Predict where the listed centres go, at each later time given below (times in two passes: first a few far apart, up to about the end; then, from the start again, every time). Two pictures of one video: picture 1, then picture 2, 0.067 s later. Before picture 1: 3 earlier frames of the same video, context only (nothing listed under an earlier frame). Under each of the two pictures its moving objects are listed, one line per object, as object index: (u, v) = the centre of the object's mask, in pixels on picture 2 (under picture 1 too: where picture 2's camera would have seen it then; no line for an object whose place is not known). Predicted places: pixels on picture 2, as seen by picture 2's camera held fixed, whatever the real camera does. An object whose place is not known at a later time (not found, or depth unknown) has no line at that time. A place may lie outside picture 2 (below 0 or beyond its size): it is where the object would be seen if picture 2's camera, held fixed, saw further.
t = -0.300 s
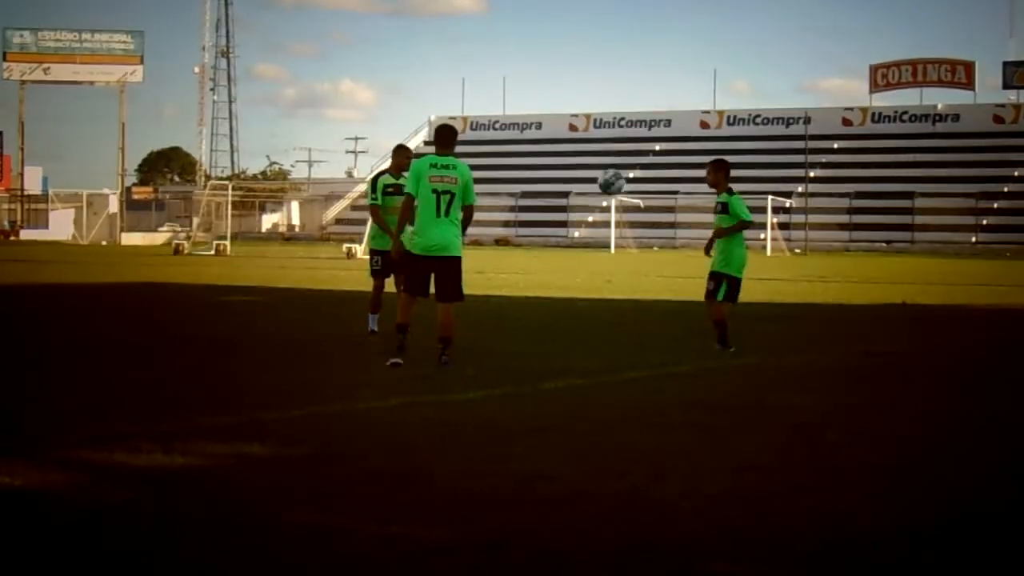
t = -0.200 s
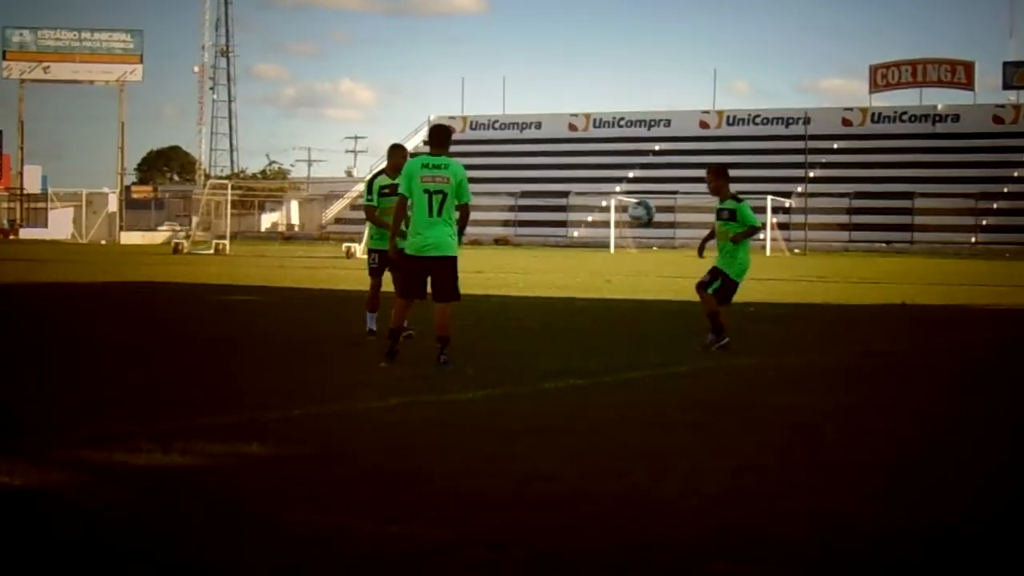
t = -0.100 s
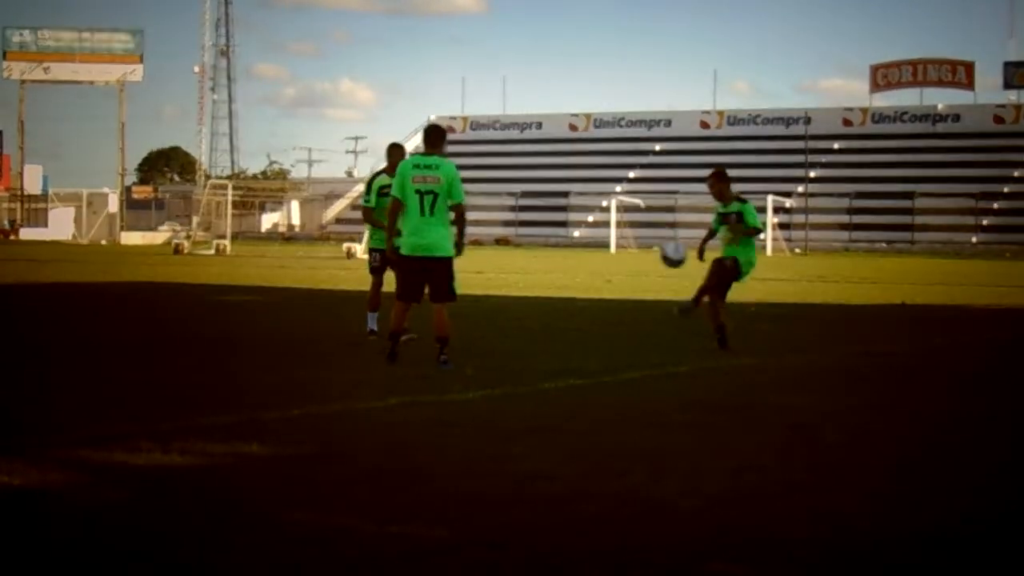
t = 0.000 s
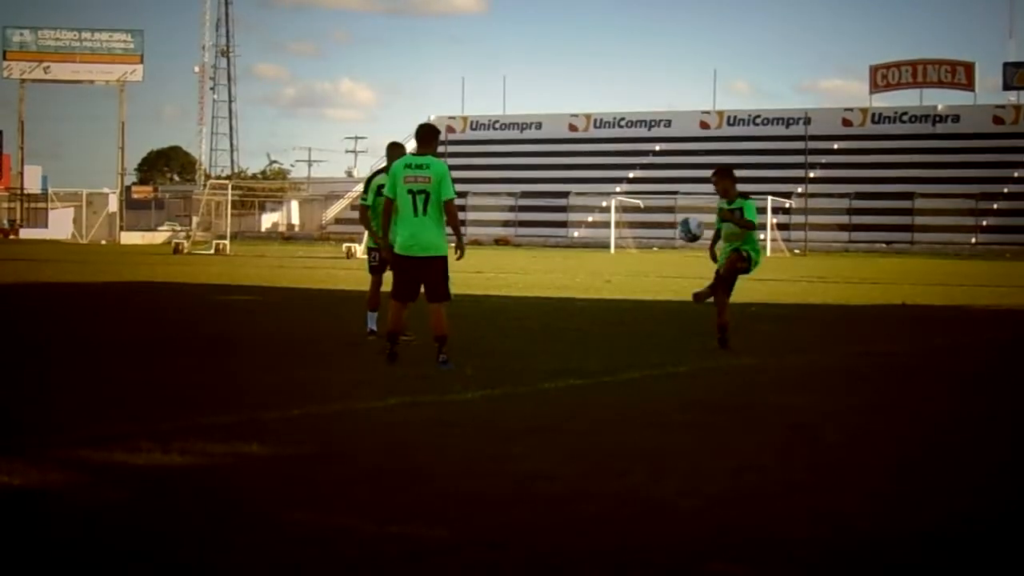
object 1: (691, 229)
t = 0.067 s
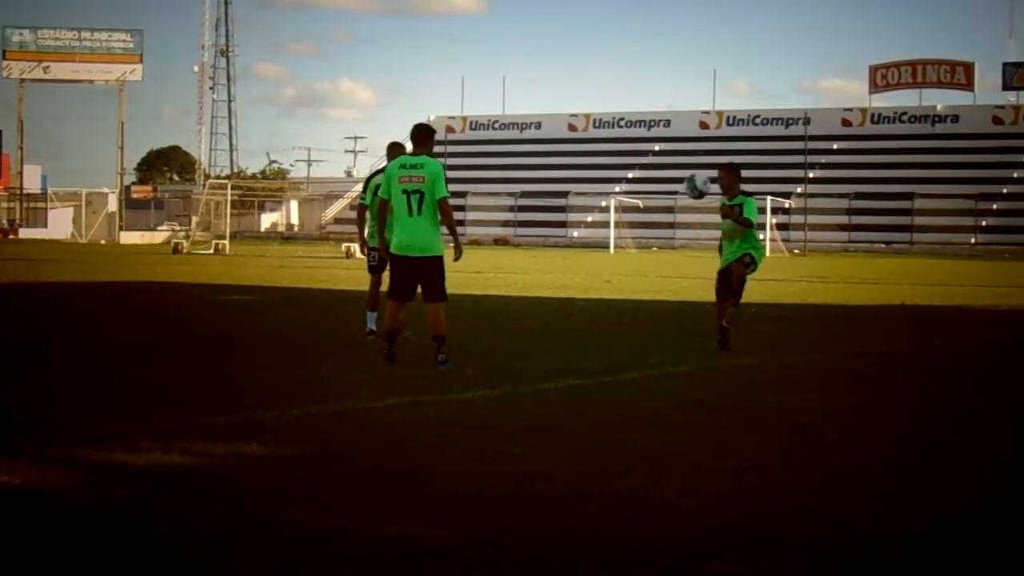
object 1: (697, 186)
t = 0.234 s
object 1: (713, 101)
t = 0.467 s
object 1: (736, 36)
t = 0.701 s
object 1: (757, 35)
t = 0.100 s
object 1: (700, 166)
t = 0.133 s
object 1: (703, 147)
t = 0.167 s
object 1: (706, 129)
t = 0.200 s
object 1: (710, 115)
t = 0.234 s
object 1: (713, 101)
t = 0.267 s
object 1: (716, 88)
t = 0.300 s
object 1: (720, 76)
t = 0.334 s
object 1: (723, 65)
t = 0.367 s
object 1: (726, 56)
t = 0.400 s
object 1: (729, 48)
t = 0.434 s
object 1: (733, 42)
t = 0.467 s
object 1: (736, 36)
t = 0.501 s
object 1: (739, 32)
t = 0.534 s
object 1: (742, 30)
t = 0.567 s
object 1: (745, 28)
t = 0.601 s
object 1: (748, 28)
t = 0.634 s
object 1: (751, 29)
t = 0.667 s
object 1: (754, 32)
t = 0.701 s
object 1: (757, 35)
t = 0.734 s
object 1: (761, 40)
